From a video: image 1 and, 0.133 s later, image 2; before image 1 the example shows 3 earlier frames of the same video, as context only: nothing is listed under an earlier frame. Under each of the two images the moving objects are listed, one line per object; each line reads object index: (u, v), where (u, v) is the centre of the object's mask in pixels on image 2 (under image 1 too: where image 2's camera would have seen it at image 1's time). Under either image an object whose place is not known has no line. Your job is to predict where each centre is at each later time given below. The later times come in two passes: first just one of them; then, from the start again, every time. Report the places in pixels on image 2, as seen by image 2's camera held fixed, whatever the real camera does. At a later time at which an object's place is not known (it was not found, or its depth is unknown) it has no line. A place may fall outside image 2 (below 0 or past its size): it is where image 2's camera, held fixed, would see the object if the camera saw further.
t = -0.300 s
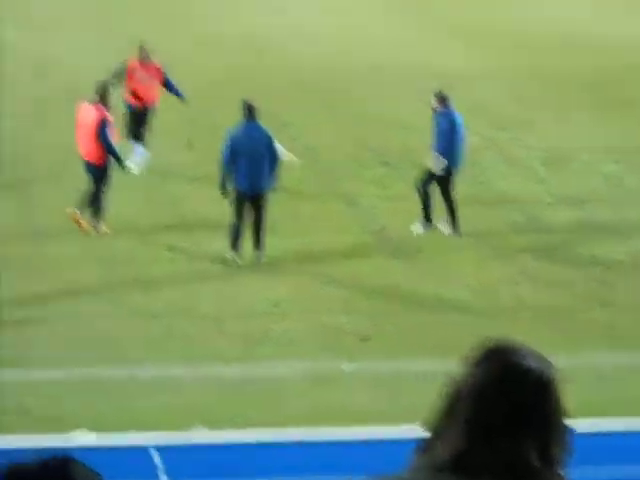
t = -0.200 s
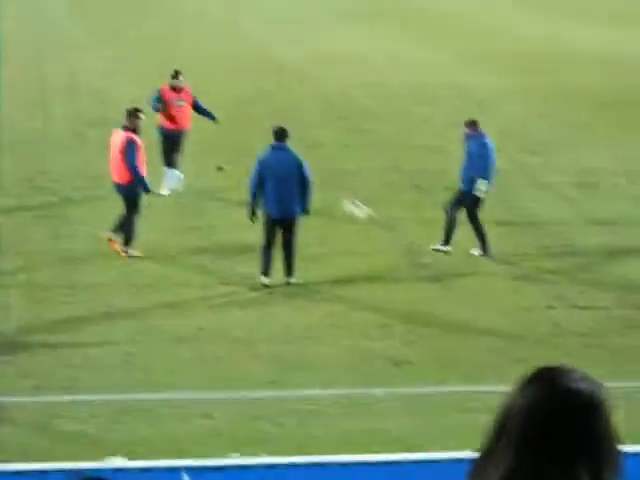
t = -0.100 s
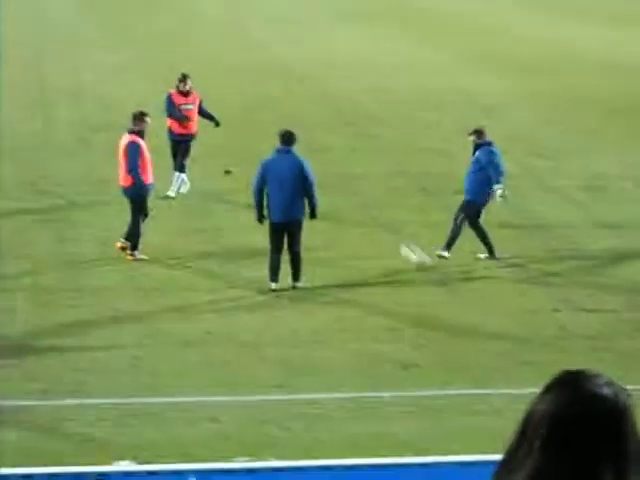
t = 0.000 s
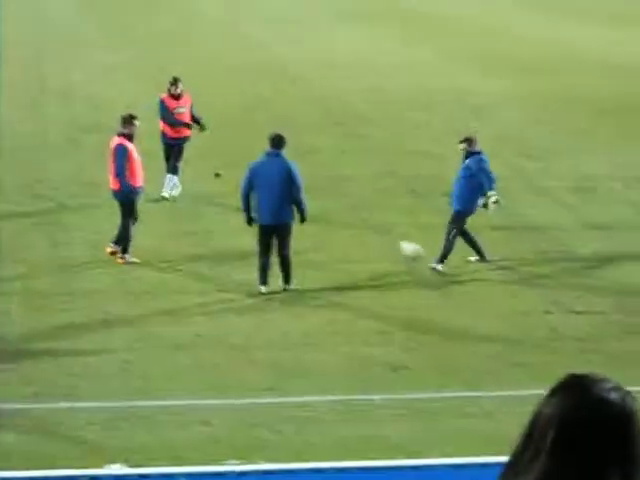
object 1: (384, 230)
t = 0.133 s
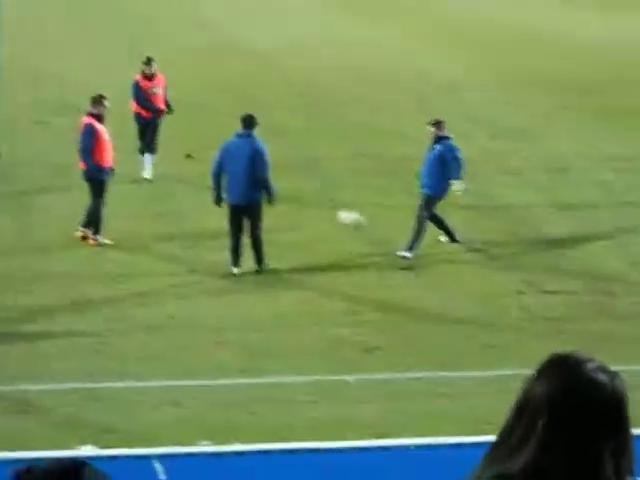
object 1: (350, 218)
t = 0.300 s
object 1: (309, 223)
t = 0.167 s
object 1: (342, 217)
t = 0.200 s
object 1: (335, 217)
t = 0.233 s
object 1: (326, 218)
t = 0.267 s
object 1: (317, 221)
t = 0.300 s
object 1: (309, 223)
